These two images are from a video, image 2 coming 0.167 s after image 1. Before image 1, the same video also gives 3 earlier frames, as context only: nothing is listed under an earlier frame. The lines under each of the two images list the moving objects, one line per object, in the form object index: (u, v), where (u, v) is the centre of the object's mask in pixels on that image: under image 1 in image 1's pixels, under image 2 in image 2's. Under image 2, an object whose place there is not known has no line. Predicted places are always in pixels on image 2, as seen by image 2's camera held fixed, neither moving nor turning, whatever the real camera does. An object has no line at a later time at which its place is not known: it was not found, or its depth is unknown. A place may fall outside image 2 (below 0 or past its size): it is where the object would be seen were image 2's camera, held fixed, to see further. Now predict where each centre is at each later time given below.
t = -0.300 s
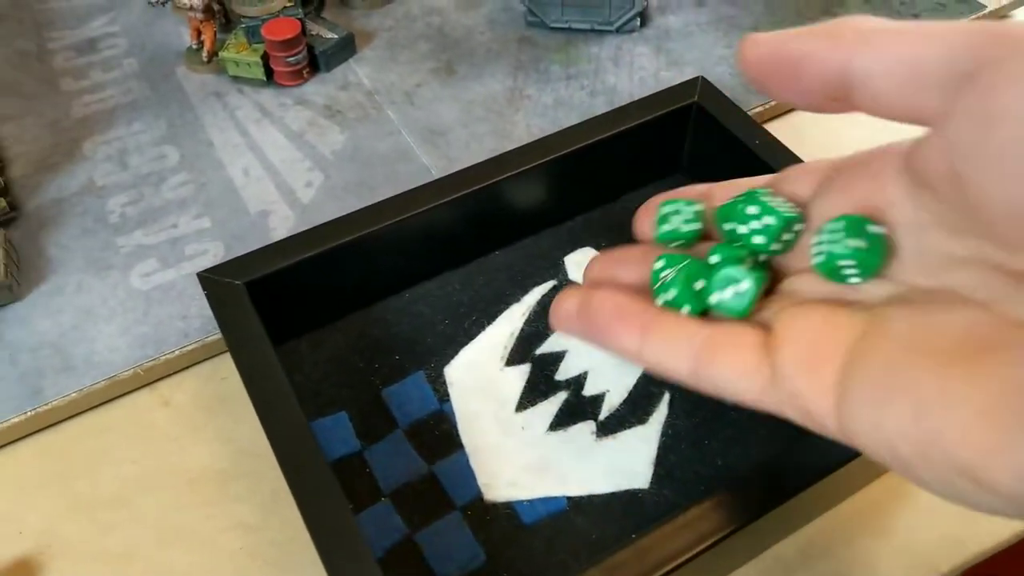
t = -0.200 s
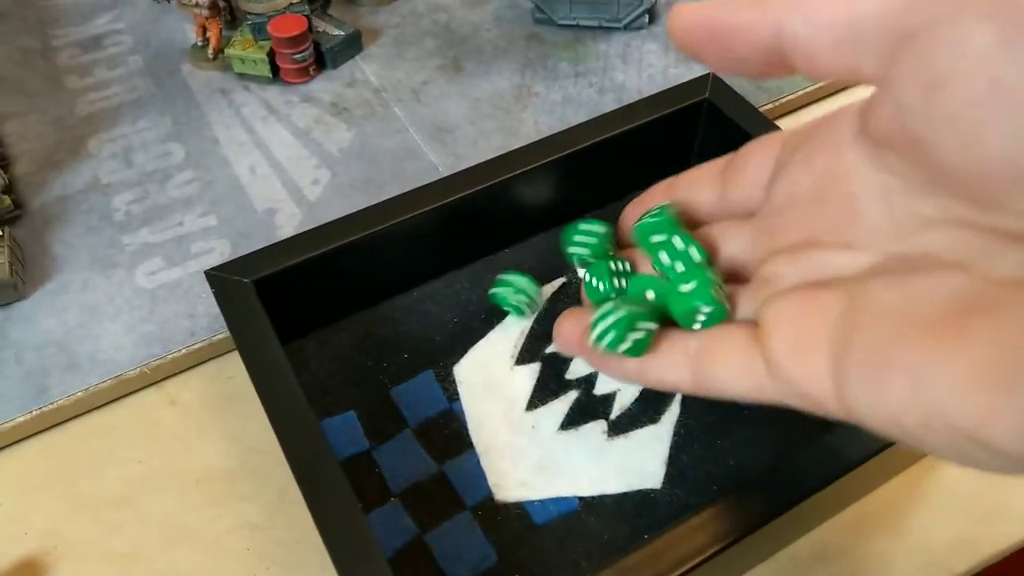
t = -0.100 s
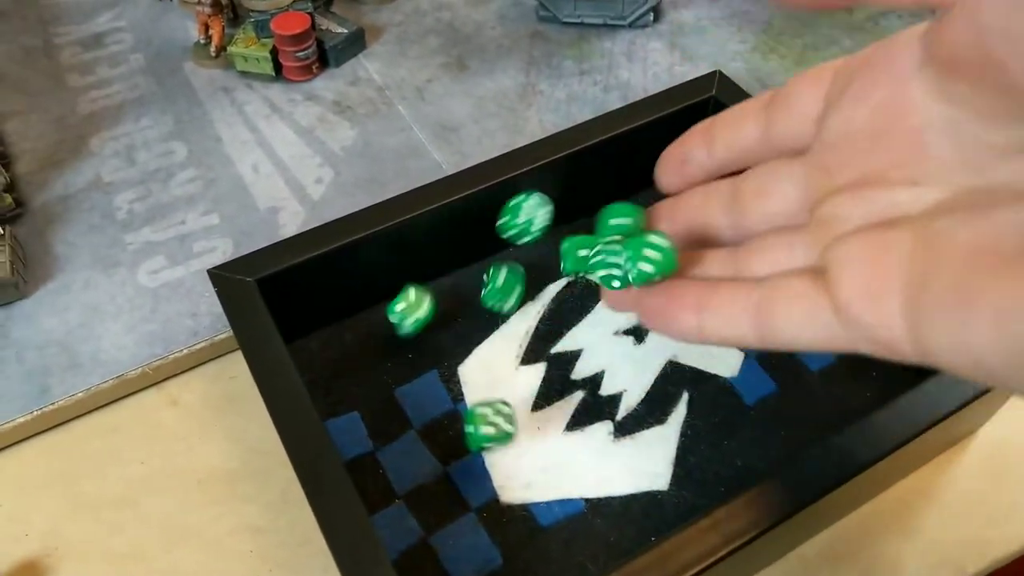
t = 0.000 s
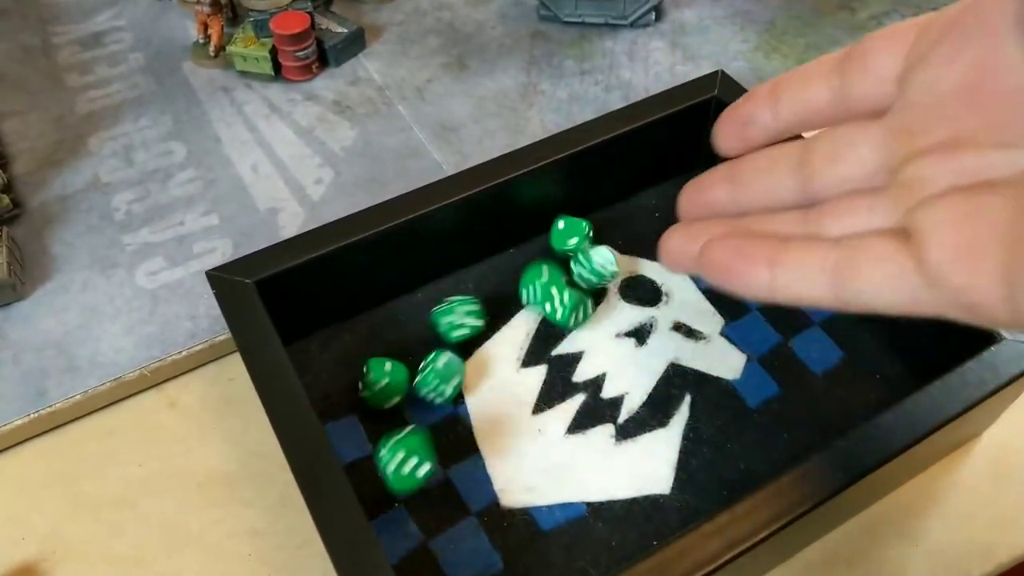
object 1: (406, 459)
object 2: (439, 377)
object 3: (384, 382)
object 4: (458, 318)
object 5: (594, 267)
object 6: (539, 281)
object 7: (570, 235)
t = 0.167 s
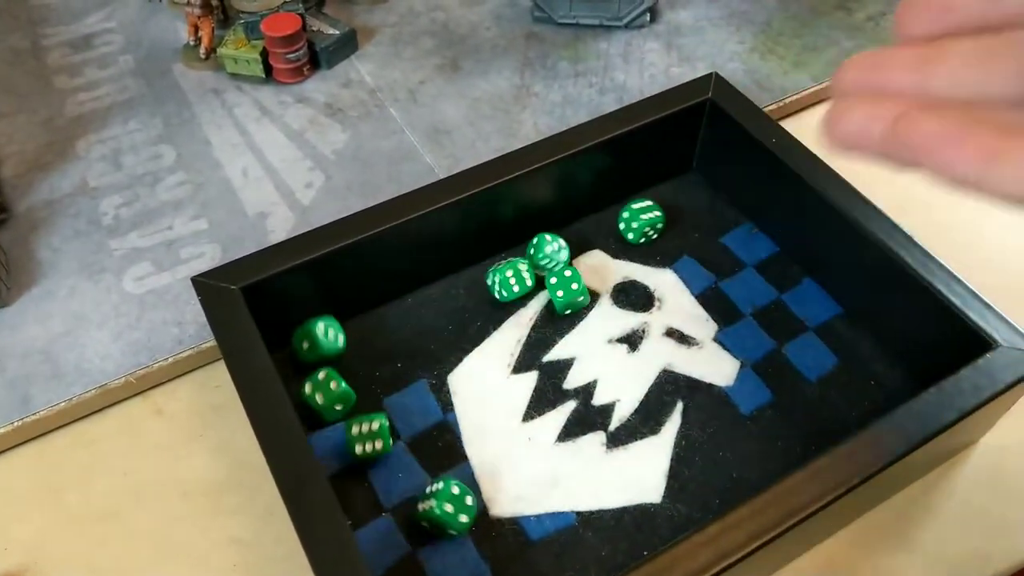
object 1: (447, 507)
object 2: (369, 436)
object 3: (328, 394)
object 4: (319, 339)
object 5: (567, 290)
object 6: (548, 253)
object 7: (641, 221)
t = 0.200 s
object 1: (456, 513)
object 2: (375, 423)
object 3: (332, 383)
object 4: (327, 337)
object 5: (572, 291)
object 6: (545, 257)
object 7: (652, 221)
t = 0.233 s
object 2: (369, 412)
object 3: (331, 377)
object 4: (340, 333)
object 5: (574, 290)
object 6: (546, 258)
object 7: (654, 223)
